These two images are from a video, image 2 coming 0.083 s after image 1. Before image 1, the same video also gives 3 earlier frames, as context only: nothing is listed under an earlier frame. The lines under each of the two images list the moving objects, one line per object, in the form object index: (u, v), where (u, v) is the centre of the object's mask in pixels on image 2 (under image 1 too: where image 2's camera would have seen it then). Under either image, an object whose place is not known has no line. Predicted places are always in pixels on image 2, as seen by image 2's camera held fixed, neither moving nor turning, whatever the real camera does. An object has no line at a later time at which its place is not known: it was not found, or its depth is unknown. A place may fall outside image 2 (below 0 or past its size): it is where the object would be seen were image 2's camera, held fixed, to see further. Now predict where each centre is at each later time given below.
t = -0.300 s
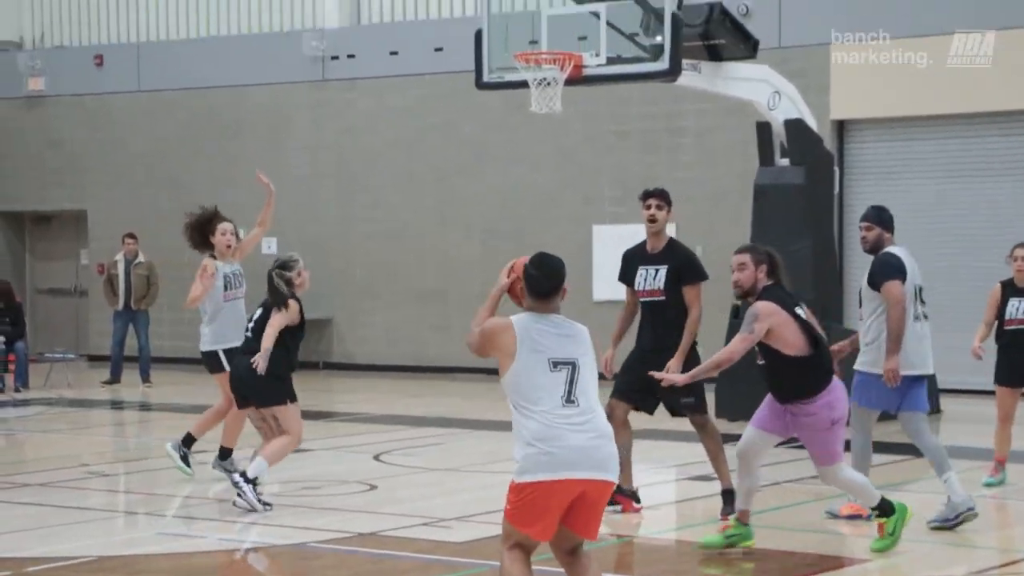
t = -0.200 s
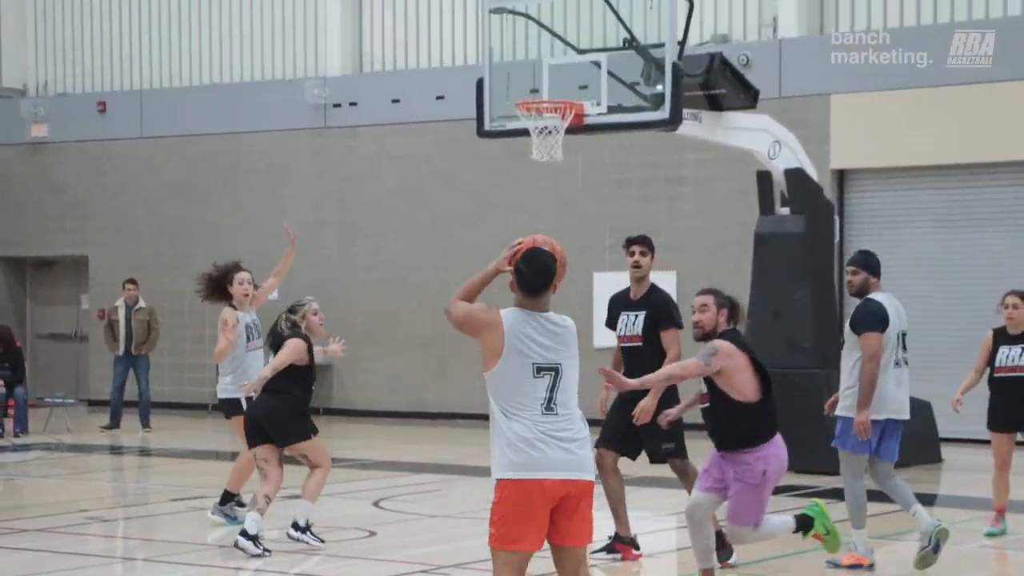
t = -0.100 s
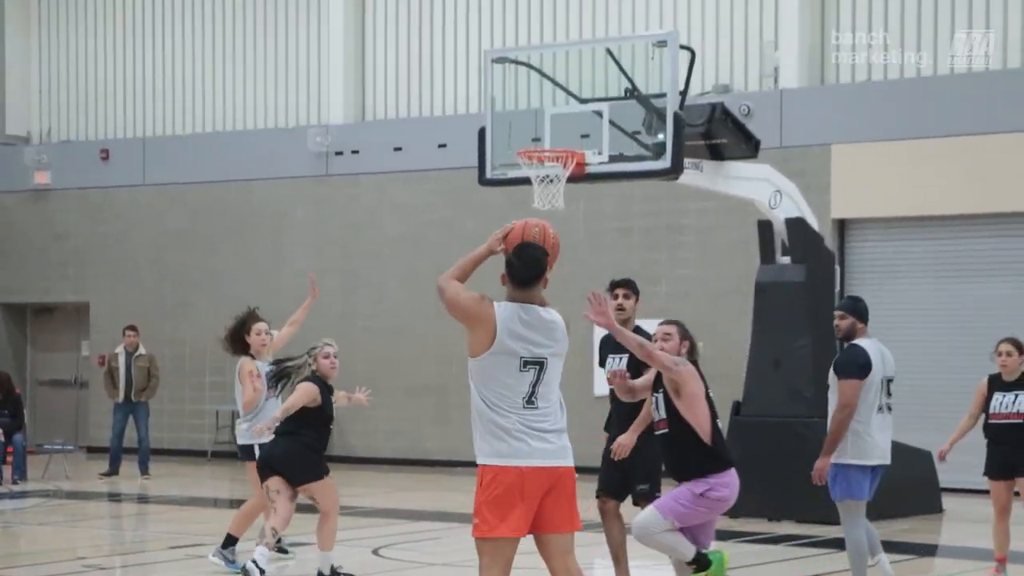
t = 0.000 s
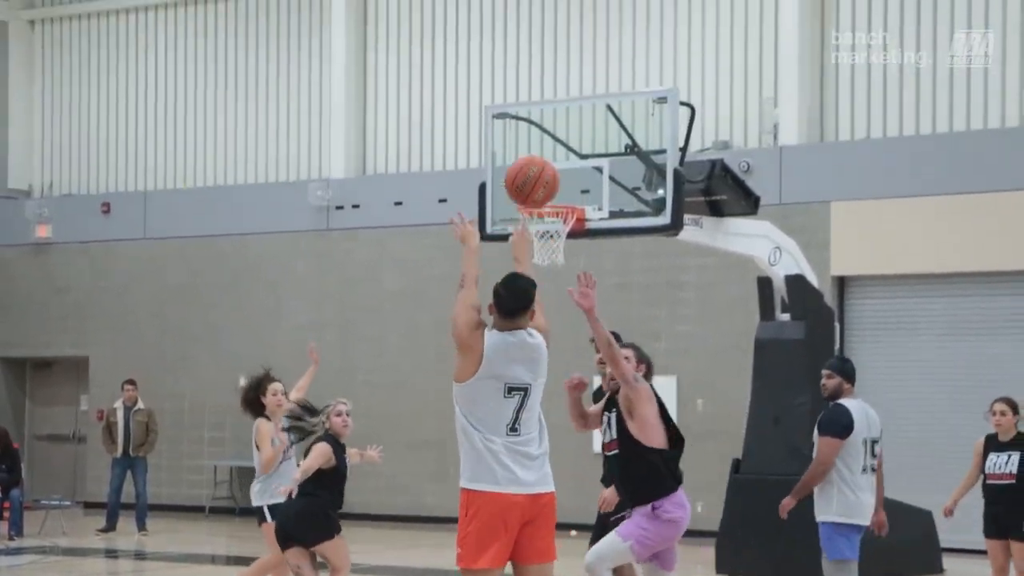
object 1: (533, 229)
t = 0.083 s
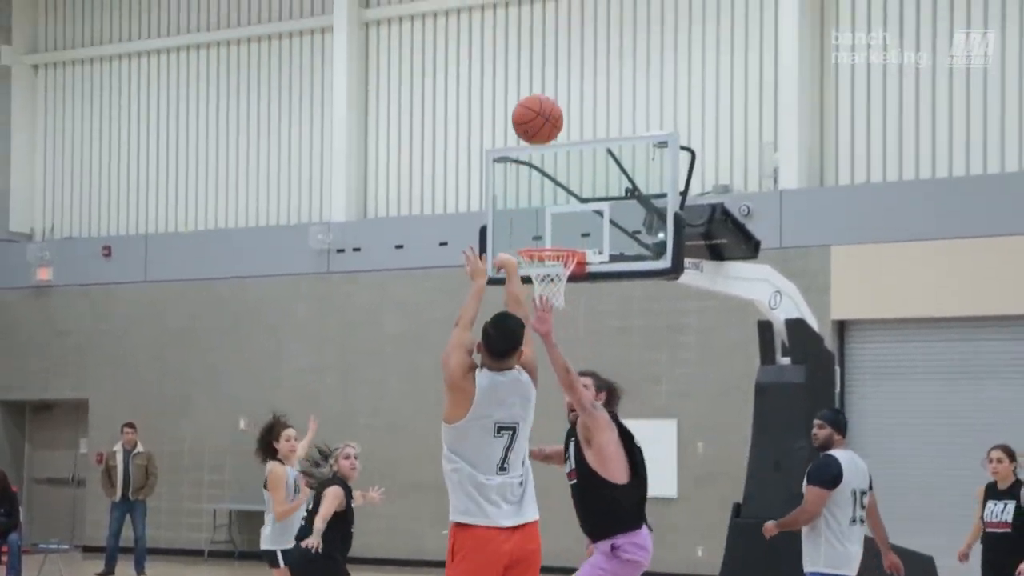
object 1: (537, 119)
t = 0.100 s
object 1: (538, 100)
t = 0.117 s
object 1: (540, 82)
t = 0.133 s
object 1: (540, 66)
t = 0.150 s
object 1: (540, 51)
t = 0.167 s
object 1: (540, 37)
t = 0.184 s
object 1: (541, 22)
